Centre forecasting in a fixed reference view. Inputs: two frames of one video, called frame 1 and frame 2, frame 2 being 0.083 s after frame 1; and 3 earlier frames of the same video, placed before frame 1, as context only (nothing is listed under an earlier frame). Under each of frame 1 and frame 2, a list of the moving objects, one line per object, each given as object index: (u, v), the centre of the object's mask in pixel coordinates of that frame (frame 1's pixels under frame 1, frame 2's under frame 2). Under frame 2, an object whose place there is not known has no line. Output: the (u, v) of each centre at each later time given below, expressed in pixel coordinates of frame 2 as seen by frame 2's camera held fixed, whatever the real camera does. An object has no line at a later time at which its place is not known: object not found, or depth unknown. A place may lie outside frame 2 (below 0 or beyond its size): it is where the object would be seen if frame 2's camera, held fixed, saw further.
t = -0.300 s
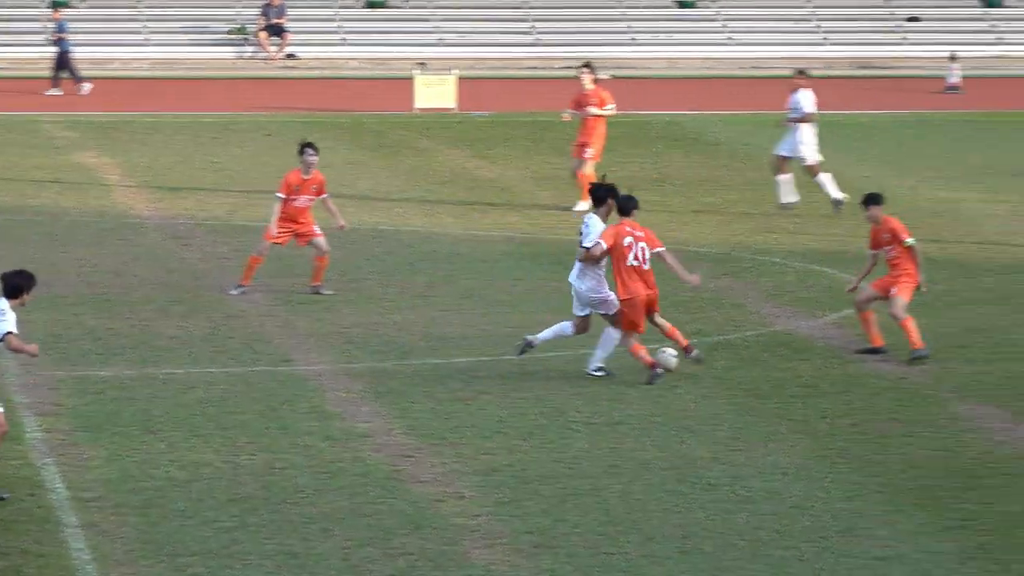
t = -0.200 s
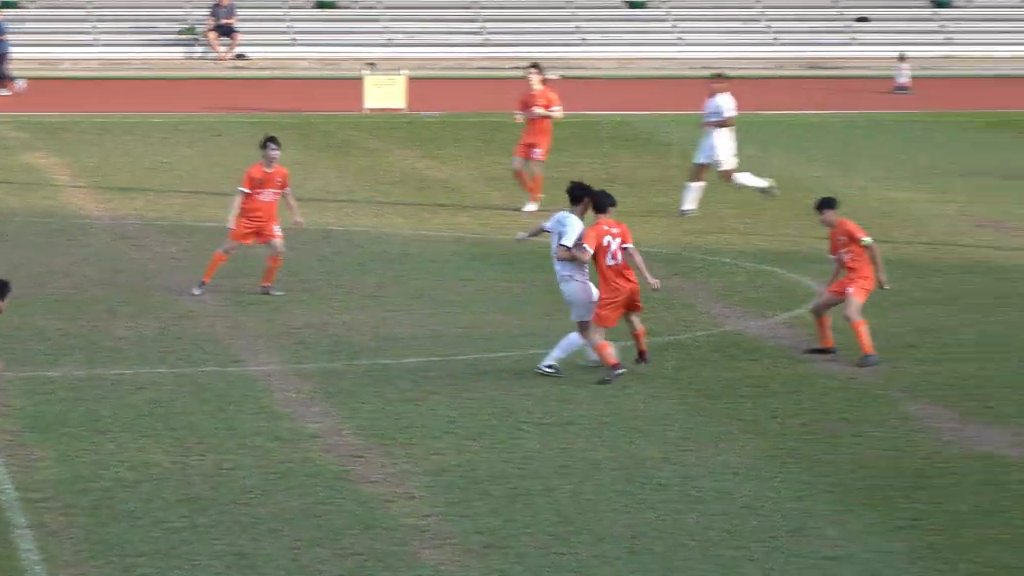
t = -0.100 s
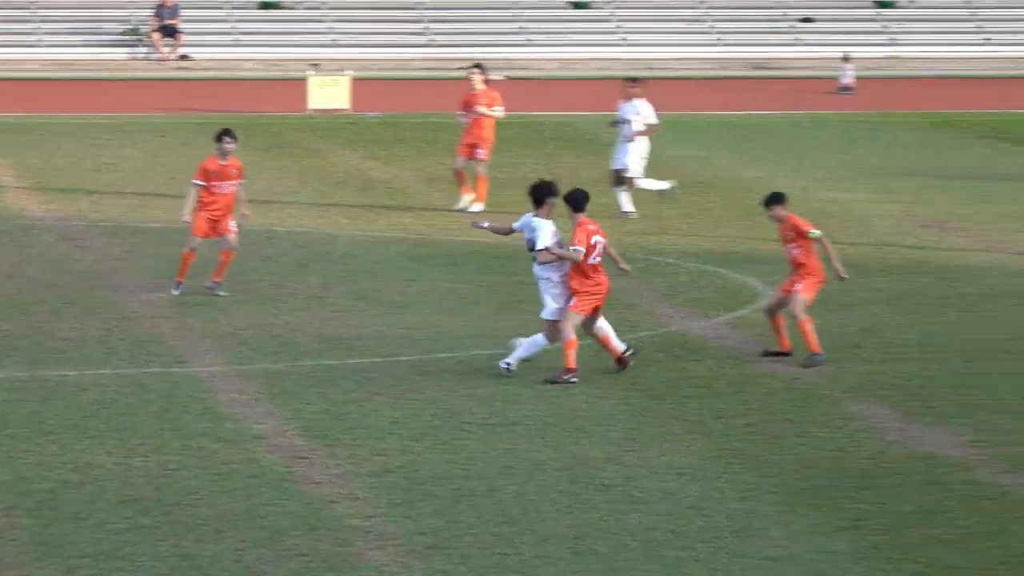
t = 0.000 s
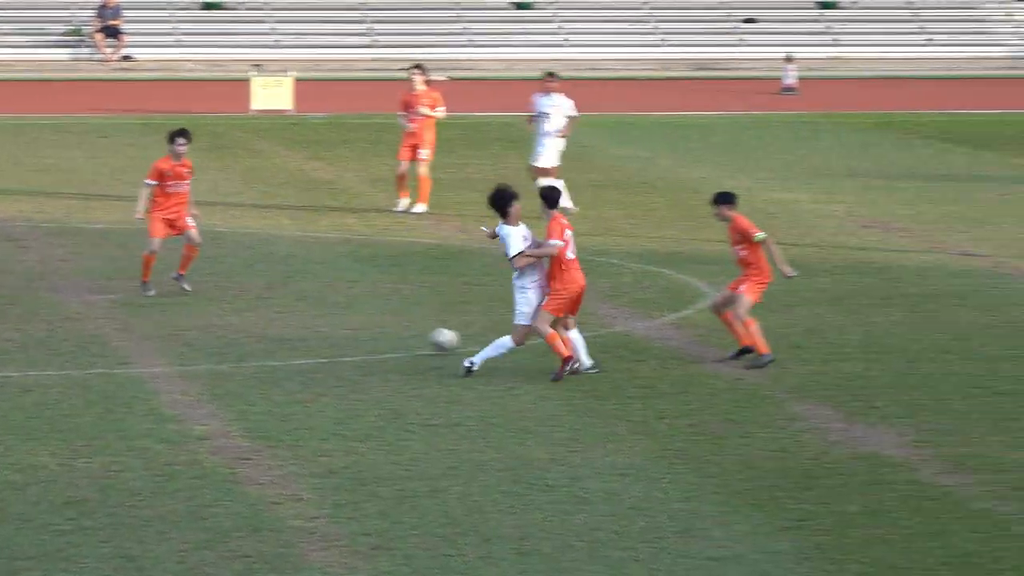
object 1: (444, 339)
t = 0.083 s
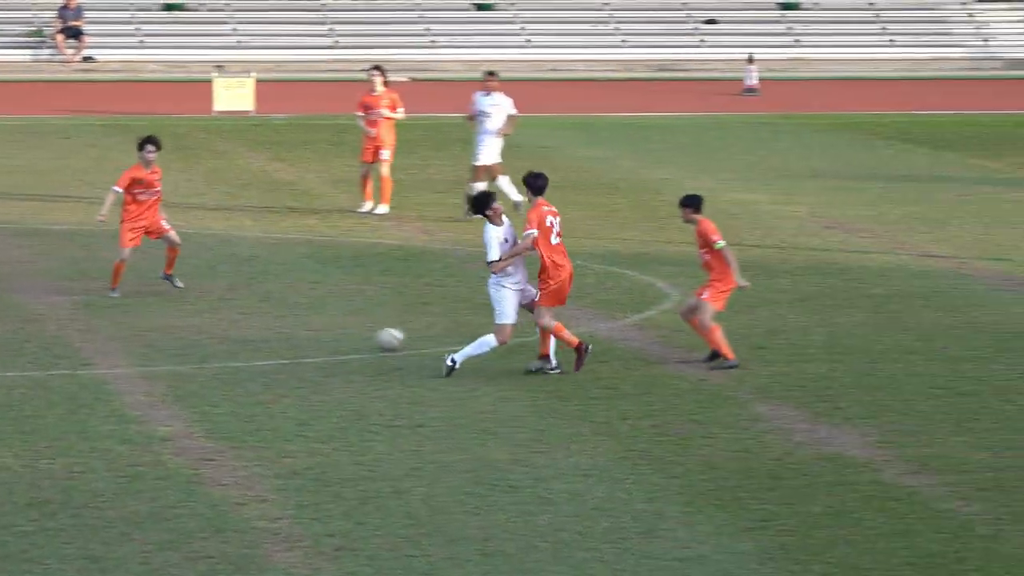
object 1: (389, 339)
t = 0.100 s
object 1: (387, 340)
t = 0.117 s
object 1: (382, 339)
